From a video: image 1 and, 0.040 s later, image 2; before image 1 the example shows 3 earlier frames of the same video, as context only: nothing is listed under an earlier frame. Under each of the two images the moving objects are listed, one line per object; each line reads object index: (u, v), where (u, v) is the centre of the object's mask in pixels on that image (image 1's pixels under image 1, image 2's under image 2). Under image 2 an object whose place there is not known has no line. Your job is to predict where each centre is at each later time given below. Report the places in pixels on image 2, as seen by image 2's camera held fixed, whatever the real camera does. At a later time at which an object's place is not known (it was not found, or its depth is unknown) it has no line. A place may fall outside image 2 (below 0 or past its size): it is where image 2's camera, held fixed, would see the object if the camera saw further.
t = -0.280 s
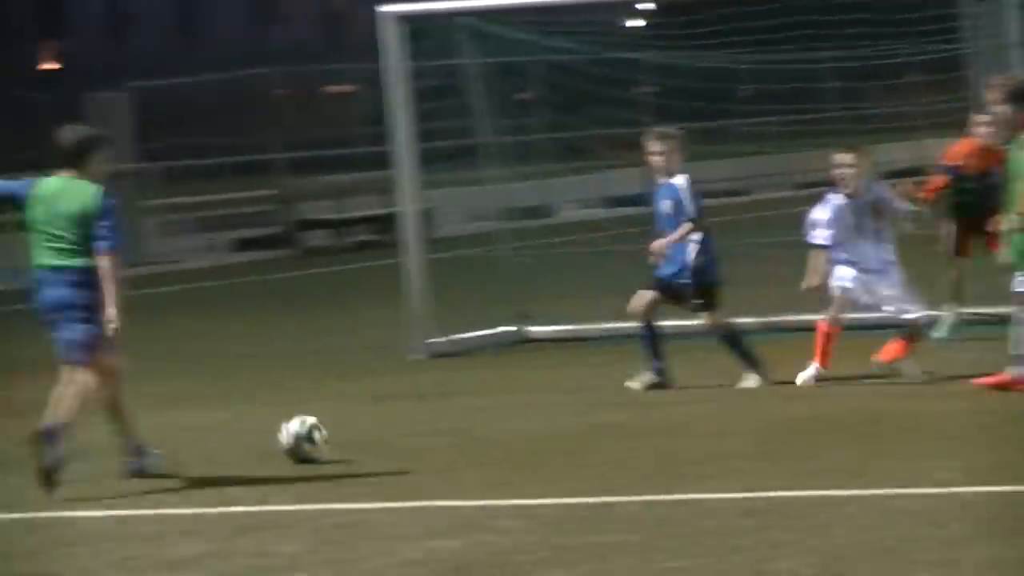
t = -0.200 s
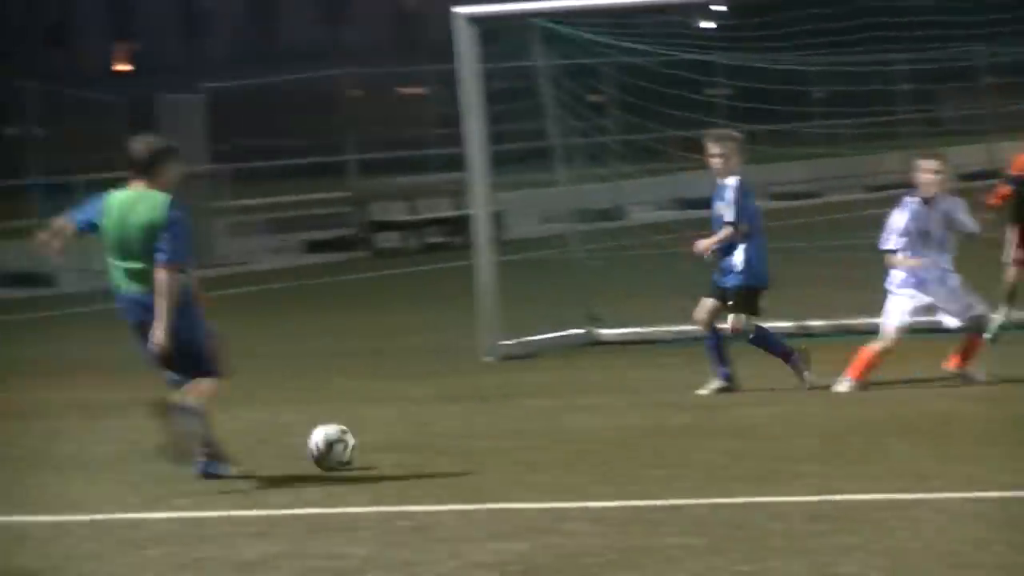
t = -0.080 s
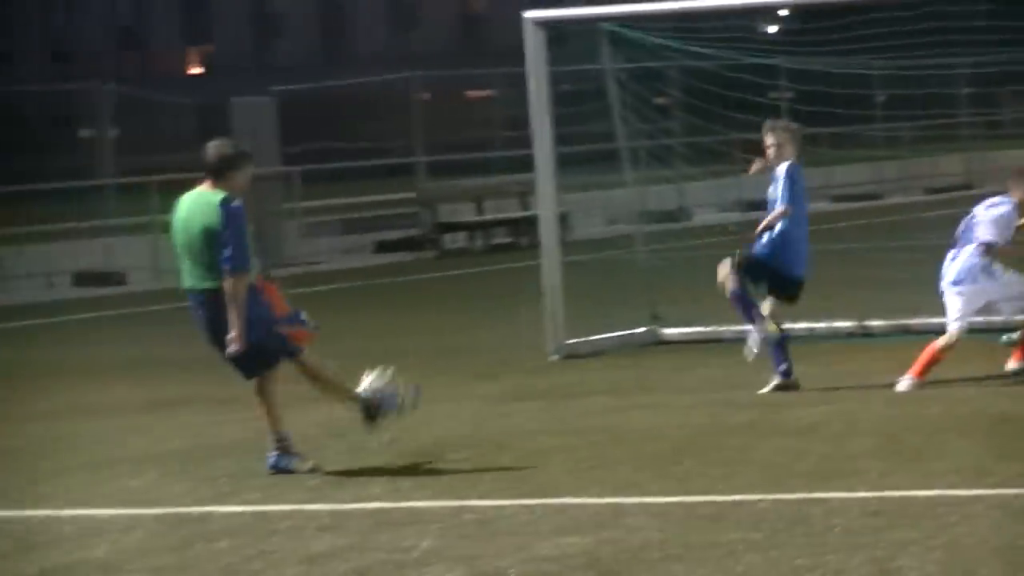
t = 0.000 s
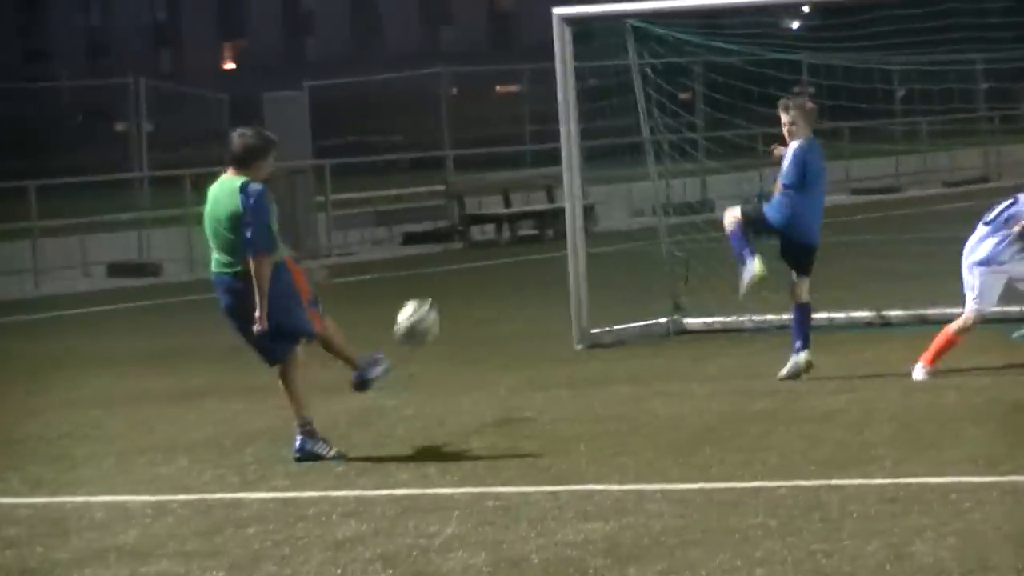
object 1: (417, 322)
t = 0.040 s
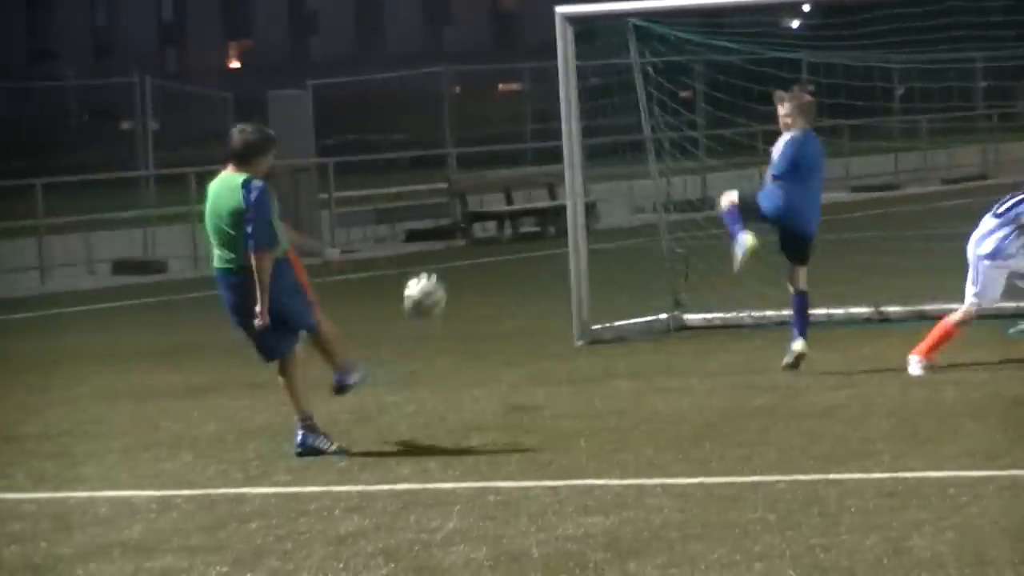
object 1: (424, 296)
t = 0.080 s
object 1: (429, 276)
